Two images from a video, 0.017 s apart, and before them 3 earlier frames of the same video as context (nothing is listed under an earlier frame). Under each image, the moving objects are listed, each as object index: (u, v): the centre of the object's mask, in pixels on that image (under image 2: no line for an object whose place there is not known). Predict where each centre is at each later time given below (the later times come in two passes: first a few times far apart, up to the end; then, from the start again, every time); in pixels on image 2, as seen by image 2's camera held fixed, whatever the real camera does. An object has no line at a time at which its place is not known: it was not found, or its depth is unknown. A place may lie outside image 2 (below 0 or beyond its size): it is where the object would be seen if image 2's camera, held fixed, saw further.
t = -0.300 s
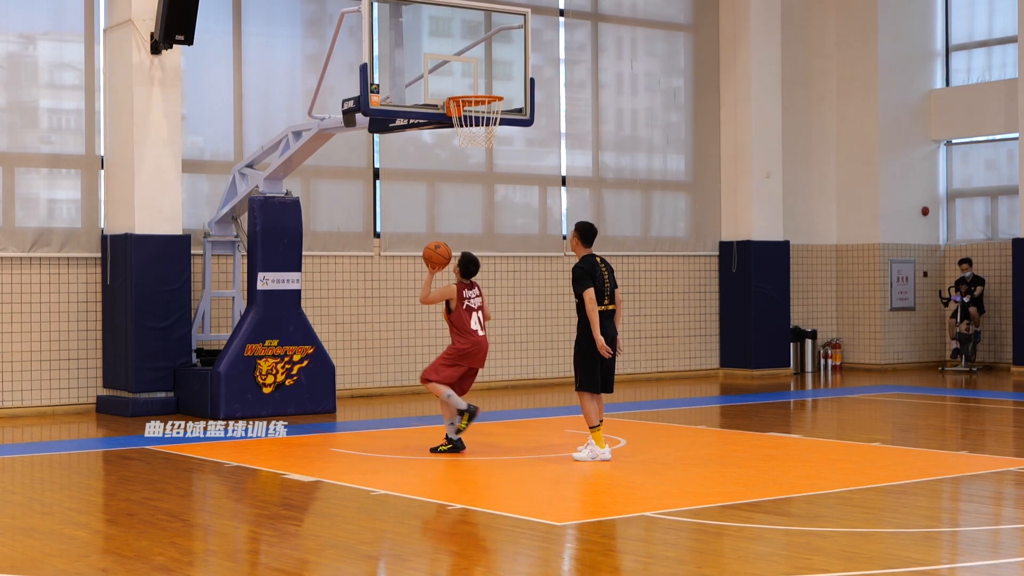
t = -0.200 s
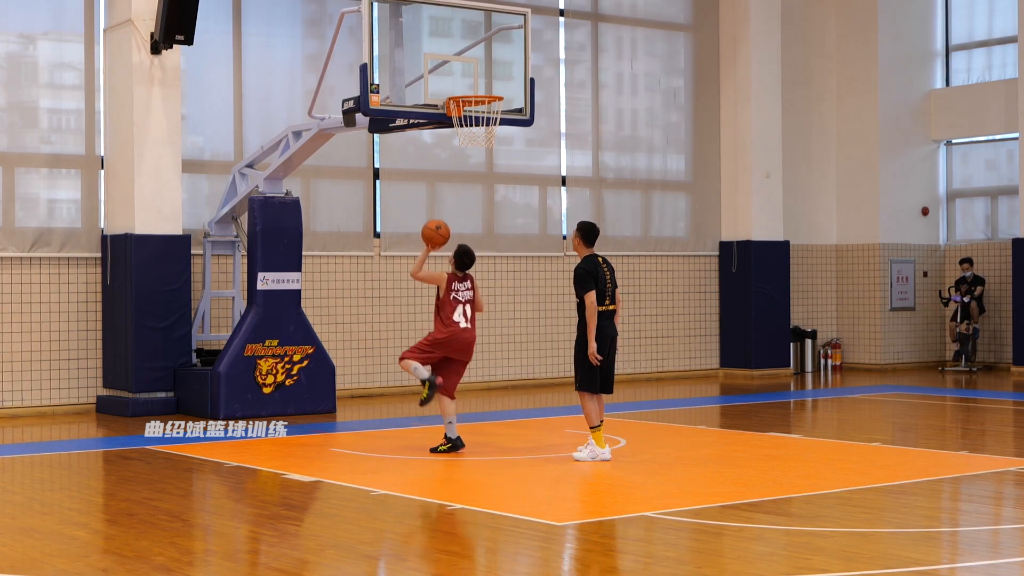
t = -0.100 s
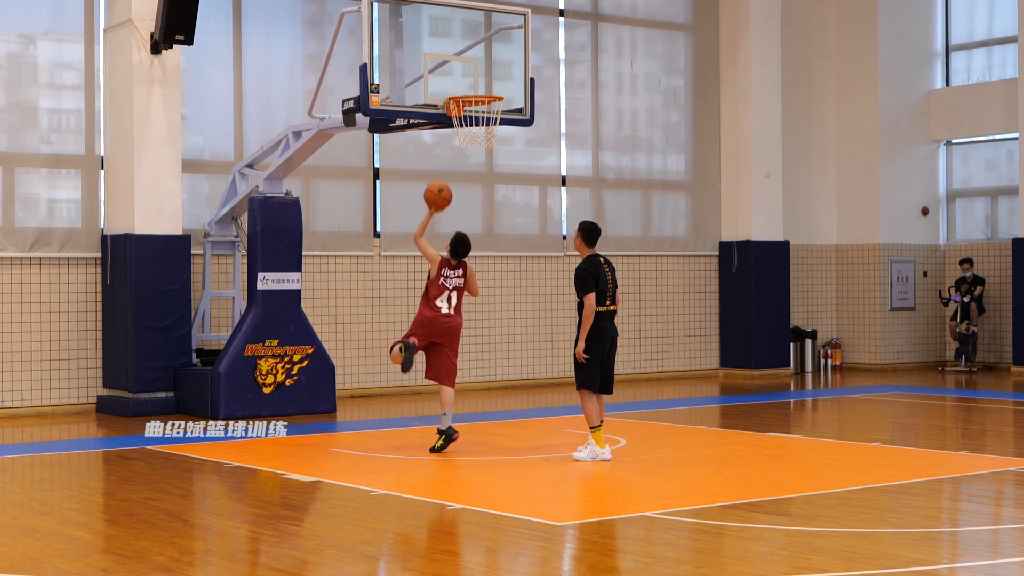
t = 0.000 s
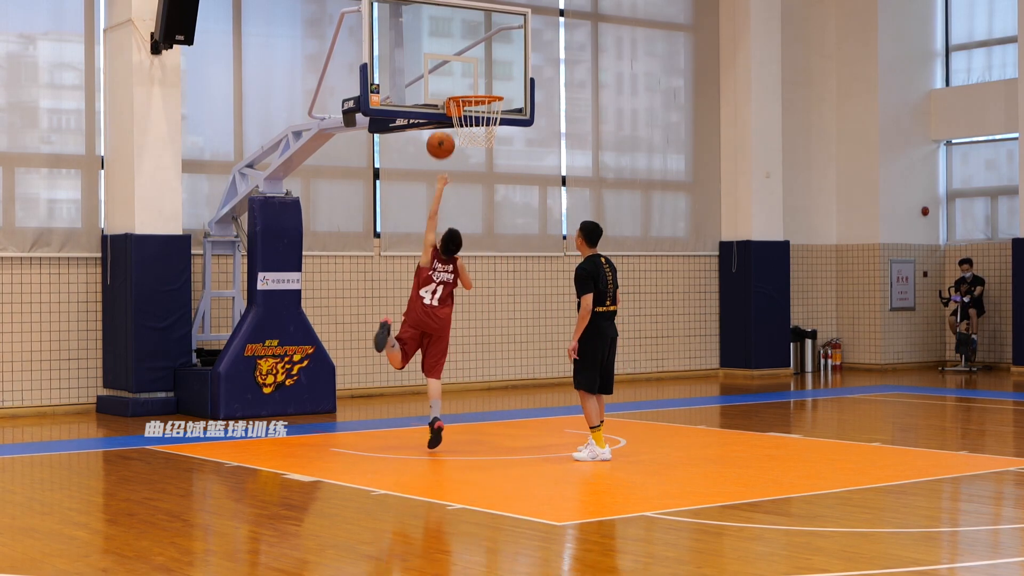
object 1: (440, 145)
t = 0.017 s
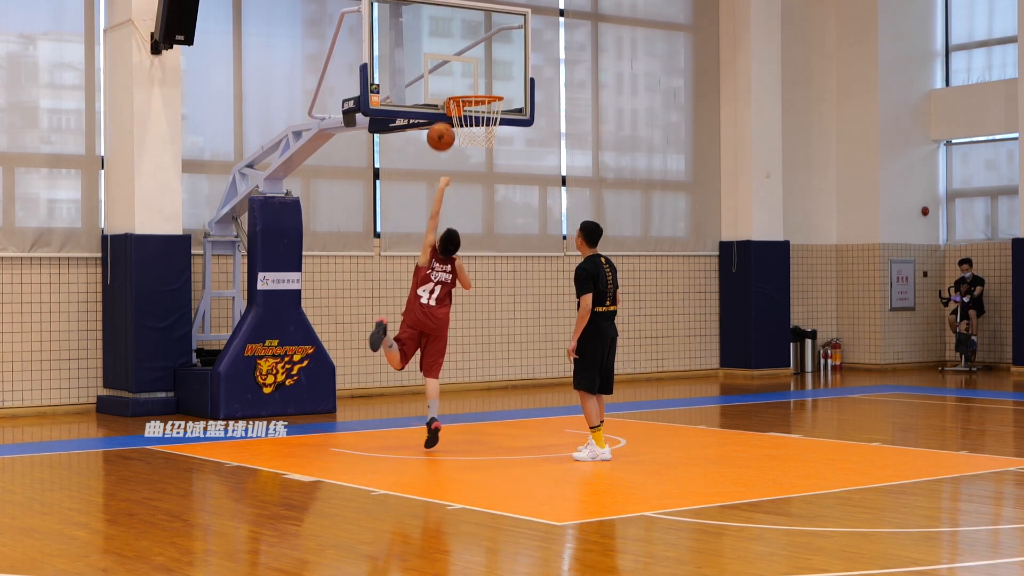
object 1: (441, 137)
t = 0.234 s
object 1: (443, 65)
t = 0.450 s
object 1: (446, 48)
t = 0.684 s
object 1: (461, 79)
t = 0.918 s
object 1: (484, 164)
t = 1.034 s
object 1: (495, 228)
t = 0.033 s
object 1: (441, 129)
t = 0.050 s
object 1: (441, 122)
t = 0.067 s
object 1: (441, 115)
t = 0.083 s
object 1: (441, 109)
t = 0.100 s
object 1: (441, 103)
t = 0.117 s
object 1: (442, 97)
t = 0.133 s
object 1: (442, 91)
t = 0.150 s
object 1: (442, 86)
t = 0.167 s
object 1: (442, 81)
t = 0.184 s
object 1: (442, 77)
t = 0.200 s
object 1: (443, 72)
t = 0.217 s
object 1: (443, 68)
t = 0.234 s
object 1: (443, 65)
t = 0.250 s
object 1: (443, 62)
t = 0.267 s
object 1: (443, 59)
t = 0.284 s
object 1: (444, 56)
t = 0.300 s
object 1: (444, 54)
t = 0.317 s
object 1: (444, 52)
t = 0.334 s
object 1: (444, 50)
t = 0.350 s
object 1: (444, 49)
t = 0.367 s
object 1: (445, 48)
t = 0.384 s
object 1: (445, 47)
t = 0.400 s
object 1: (445, 47)
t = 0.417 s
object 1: (445, 47)
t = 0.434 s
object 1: (446, 47)
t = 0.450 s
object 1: (446, 48)
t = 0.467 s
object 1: (446, 48)
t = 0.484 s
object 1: (446, 50)
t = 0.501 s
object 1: (447, 51)
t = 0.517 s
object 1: (447, 53)
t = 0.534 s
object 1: (447, 55)
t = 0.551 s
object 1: (448, 57)
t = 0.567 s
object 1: (449, 58)
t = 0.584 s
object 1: (451, 60)
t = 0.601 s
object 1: (452, 63)
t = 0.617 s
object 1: (454, 65)
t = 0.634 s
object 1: (456, 68)
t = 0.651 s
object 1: (457, 71)
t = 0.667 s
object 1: (459, 75)
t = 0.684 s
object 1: (461, 79)
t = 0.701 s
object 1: (462, 82)
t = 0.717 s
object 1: (464, 85)
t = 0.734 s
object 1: (466, 88)
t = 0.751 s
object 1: (467, 90)
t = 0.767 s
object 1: (471, 103)
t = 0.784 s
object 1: (472, 109)
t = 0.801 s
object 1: (473, 113)
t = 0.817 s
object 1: (474, 120)
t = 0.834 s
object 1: (475, 126)
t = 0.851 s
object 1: (477, 133)
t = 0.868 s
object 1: (479, 141)
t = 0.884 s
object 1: (481, 148)
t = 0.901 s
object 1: (482, 157)
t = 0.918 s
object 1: (484, 164)
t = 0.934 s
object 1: (486, 172)
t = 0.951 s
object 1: (487, 181)
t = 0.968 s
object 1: (489, 190)
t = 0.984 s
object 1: (490, 199)
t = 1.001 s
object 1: (492, 208)
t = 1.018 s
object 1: (493, 218)
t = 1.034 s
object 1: (495, 228)
